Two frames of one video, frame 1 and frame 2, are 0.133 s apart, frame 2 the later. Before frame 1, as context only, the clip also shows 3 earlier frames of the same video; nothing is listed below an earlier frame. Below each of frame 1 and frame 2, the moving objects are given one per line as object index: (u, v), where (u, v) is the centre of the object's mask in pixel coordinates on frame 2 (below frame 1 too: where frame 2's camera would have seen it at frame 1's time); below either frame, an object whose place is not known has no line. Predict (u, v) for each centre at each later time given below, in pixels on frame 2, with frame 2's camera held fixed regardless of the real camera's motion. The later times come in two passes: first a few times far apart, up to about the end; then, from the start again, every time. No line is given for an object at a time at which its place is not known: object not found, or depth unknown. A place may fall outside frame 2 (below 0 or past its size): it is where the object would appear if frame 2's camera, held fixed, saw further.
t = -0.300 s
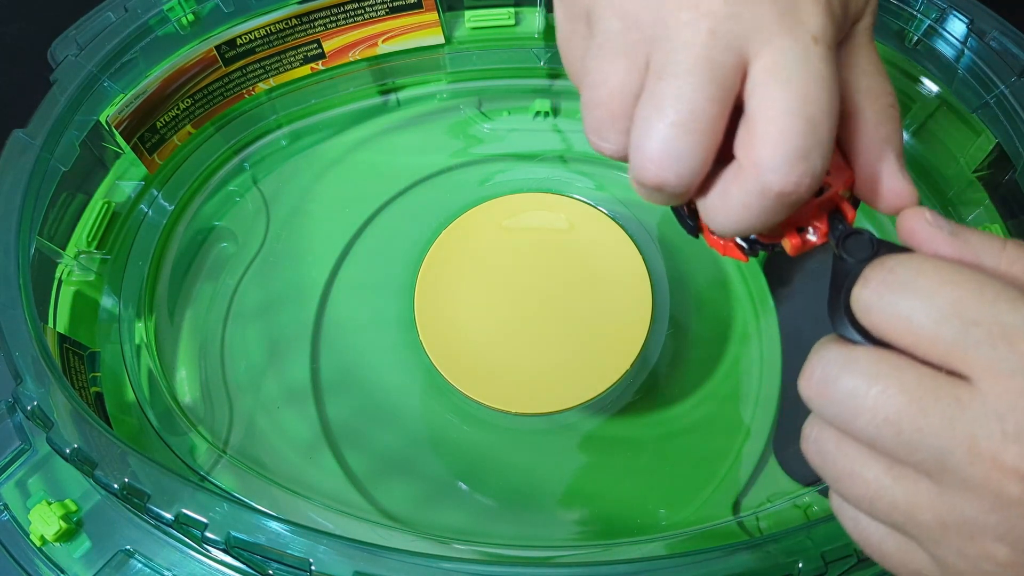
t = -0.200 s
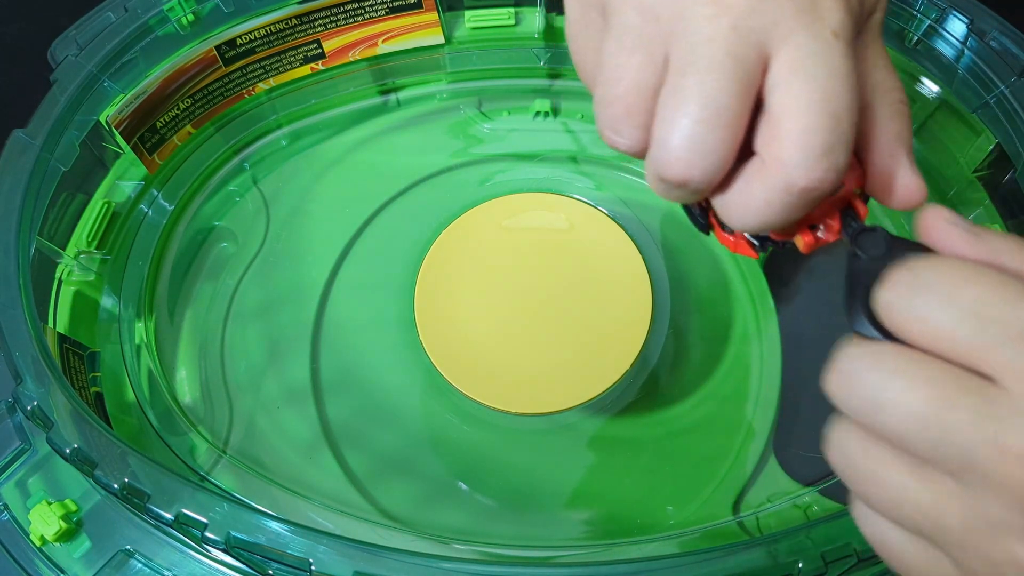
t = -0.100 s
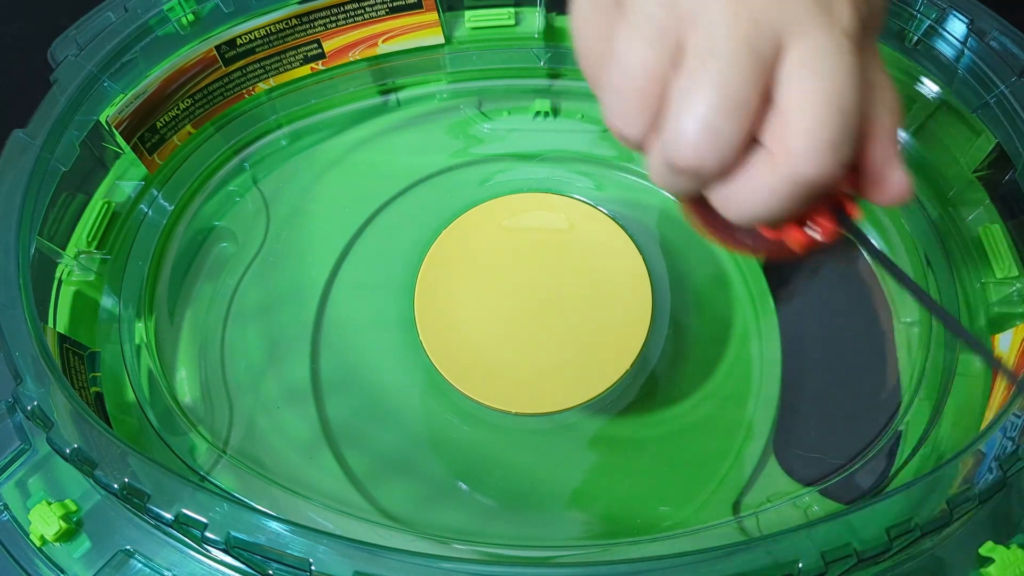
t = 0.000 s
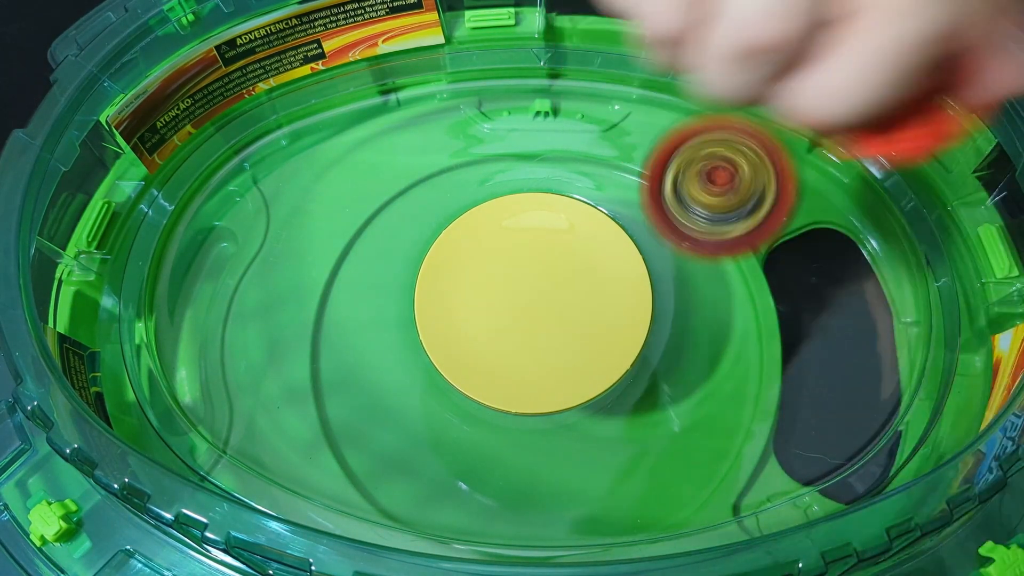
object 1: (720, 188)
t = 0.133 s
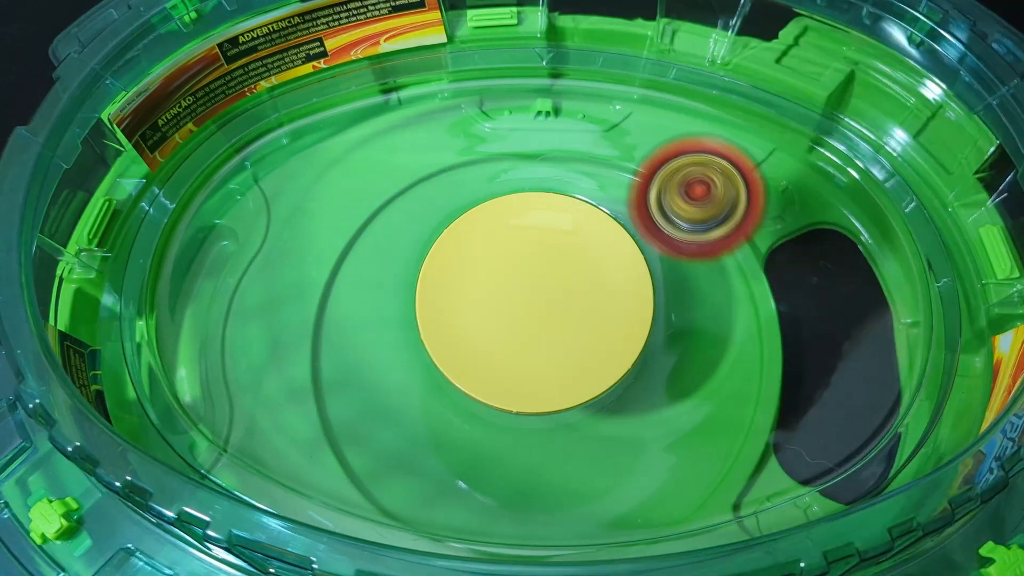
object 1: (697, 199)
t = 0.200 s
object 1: (683, 206)
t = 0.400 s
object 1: (640, 207)
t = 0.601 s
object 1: (504, 263)
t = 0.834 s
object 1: (493, 372)
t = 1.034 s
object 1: (592, 317)
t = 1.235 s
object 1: (575, 229)
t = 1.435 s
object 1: (457, 264)
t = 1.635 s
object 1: (474, 350)
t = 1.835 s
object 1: (620, 314)
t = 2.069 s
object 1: (567, 167)
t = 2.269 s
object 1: (413, 241)
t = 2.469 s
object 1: (445, 411)
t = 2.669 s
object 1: (629, 392)
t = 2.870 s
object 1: (722, 231)
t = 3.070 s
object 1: (651, 92)
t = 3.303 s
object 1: (437, 74)
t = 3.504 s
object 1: (263, 156)
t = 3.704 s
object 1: (212, 285)
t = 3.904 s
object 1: (309, 410)
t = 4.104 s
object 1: (570, 432)
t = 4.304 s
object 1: (788, 280)
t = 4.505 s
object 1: (802, 120)
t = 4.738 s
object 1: (663, 88)
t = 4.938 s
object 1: (485, 122)
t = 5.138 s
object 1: (358, 249)
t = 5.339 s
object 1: (386, 393)
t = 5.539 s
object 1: (587, 430)
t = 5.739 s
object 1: (748, 321)
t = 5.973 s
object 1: (727, 170)
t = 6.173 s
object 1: (580, 105)
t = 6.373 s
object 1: (375, 162)
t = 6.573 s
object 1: (298, 281)
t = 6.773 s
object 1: (358, 402)
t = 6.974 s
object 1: (558, 426)
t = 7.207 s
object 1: (724, 286)
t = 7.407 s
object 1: (701, 155)
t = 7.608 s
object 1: (559, 96)
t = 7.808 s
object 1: (393, 159)
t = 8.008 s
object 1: (349, 273)
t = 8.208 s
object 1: (409, 369)
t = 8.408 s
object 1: (591, 380)
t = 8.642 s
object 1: (630, 192)
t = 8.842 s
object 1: (477, 196)
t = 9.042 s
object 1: (450, 334)
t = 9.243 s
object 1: (596, 343)
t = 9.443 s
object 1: (617, 217)
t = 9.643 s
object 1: (489, 196)
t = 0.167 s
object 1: (691, 198)
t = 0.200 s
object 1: (683, 206)
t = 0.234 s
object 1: (677, 199)
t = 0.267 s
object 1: (672, 199)
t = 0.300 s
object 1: (668, 199)
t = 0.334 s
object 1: (662, 201)
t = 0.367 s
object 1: (653, 204)
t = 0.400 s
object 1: (640, 207)
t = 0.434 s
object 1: (620, 212)
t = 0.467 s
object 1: (596, 220)
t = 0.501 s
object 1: (569, 227)
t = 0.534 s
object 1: (544, 237)
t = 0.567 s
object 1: (521, 249)
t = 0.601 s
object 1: (504, 263)
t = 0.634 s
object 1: (492, 279)
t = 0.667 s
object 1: (482, 297)
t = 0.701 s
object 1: (477, 317)
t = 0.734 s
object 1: (475, 336)
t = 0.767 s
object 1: (477, 353)
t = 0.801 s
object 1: (483, 364)
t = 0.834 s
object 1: (493, 372)
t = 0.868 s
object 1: (506, 374)
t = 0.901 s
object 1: (523, 370)
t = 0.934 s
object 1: (540, 362)
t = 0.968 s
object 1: (559, 349)
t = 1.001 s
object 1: (576, 333)
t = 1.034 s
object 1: (592, 317)
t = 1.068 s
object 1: (605, 301)
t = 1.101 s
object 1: (614, 284)
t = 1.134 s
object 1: (615, 267)
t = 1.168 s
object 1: (608, 250)
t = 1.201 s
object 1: (594, 237)
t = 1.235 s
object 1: (575, 229)
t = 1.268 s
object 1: (555, 225)
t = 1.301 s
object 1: (533, 227)
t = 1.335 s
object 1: (512, 234)
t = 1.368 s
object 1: (491, 242)
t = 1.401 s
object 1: (474, 252)
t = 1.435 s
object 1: (457, 264)
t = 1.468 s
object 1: (445, 279)
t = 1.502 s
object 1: (438, 294)
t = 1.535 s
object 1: (437, 310)
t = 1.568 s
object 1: (442, 325)
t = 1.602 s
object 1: (456, 339)
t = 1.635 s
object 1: (474, 350)
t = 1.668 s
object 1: (497, 358)
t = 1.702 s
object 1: (525, 361)
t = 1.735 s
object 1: (552, 358)
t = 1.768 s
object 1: (579, 349)
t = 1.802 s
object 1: (603, 334)
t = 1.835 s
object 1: (620, 314)
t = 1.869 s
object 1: (633, 290)
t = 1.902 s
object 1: (639, 264)
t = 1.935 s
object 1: (637, 239)
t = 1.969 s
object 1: (629, 212)
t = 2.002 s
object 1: (613, 191)
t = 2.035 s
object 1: (592, 175)
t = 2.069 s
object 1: (567, 167)
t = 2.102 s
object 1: (538, 166)
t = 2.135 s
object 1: (509, 169)
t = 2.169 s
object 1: (479, 178)
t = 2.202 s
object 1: (452, 192)
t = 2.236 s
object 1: (430, 214)
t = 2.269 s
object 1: (413, 241)
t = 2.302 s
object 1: (402, 272)
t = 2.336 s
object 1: (400, 304)
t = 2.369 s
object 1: (403, 338)
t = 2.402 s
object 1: (413, 367)
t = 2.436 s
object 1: (427, 393)
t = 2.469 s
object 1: (445, 411)
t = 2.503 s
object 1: (468, 425)
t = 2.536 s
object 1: (495, 432)
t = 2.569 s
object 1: (527, 431)
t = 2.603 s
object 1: (562, 424)
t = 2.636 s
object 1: (595, 412)
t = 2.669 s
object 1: (629, 392)
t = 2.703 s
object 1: (657, 369)
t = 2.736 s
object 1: (679, 344)
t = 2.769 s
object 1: (698, 315)
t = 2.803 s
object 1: (712, 287)
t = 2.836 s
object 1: (718, 259)
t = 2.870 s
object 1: (722, 231)
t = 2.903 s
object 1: (721, 203)
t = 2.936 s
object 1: (716, 177)
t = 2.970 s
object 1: (706, 153)
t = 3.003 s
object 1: (691, 130)
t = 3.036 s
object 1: (672, 109)
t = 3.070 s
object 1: (651, 92)
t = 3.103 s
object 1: (626, 78)
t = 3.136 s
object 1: (597, 67)
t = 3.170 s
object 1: (567, 59)
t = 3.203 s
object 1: (536, 61)
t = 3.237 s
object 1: (504, 64)
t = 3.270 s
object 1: (472, 69)
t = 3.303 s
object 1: (437, 74)
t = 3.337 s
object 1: (404, 86)
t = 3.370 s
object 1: (371, 93)
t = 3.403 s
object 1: (341, 106)
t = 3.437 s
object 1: (312, 122)
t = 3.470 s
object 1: (287, 138)
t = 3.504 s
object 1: (263, 156)
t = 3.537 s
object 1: (245, 175)
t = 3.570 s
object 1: (231, 195)
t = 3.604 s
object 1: (220, 217)
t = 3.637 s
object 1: (215, 239)
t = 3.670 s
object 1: (211, 262)
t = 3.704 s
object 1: (212, 285)
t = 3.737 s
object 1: (217, 308)
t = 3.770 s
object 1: (225, 331)
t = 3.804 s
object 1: (239, 353)
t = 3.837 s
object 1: (257, 374)
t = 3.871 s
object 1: (281, 393)
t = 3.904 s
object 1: (309, 410)
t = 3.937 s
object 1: (341, 425)
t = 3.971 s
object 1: (378, 436)
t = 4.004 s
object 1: (420, 444)
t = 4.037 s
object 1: (468, 446)
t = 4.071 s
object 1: (518, 442)
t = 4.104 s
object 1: (570, 432)
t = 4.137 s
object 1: (621, 416)
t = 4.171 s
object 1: (667, 394)
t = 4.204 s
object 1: (706, 368)
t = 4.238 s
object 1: (739, 340)
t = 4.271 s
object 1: (767, 310)
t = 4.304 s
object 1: (788, 280)
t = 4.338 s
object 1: (803, 251)
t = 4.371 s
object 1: (812, 222)
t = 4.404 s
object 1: (815, 193)
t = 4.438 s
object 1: (815, 166)
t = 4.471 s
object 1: (810, 141)
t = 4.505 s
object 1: (802, 120)
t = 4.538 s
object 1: (788, 108)
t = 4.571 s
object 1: (768, 106)
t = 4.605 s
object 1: (748, 102)
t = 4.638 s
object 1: (728, 97)
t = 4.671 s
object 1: (707, 94)
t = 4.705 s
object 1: (686, 90)
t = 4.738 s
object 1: (663, 88)
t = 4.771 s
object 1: (638, 87)
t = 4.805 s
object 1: (610, 88)
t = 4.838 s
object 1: (582, 92)
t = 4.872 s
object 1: (551, 99)
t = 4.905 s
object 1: (518, 108)
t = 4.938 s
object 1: (485, 122)
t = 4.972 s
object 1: (452, 139)
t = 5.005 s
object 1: (423, 158)
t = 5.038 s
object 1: (400, 180)
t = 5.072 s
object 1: (381, 202)
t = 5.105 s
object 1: (368, 225)
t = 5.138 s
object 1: (358, 249)
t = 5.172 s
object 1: (352, 273)
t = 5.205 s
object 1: (350, 298)
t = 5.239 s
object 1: (353, 324)
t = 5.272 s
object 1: (359, 348)
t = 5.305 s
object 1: (371, 372)
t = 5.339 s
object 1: (386, 393)
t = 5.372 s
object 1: (407, 410)
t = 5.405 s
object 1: (433, 425)
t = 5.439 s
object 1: (465, 435)
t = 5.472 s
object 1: (502, 440)
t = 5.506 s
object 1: (544, 438)
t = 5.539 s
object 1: (587, 430)
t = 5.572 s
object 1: (626, 418)
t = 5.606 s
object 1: (662, 402)
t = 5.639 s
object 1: (694, 383)
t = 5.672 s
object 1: (717, 360)
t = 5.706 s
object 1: (735, 340)
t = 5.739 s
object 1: (748, 321)
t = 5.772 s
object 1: (758, 300)
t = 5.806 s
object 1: (762, 277)
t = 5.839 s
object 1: (762, 256)
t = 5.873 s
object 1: (761, 237)
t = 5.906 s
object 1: (751, 208)
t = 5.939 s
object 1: (741, 188)
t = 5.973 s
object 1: (727, 170)
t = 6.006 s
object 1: (708, 153)
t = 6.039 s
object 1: (688, 138)
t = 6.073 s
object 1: (667, 126)
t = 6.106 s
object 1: (641, 116)
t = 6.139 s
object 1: (612, 109)
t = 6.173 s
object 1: (580, 105)
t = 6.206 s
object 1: (546, 105)
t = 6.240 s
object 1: (508, 109)
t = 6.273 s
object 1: (470, 117)
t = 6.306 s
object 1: (436, 128)
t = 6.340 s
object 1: (404, 144)
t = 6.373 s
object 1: (375, 162)
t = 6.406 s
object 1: (351, 183)
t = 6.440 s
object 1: (341, 192)
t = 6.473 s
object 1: (324, 214)
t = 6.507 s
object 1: (311, 236)
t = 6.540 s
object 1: (303, 258)
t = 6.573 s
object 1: (298, 281)
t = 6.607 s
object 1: (297, 305)
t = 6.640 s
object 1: (302, 328)
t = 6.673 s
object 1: (308, 348)
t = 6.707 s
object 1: (320, 369)
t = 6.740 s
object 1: (337, 386)
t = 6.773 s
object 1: (358, 402)
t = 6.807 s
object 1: (382, 417)
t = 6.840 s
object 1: (410, 428)
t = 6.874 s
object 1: (441, 435)
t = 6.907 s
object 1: (479, 437)
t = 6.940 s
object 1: (518, 433)
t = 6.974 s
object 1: (558, 426)
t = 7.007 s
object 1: (598, 413)
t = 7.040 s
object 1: (631, 396)
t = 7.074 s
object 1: (661, 376)
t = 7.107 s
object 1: (683, 354)
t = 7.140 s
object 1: (702, 332)
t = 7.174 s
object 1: (716, 308)
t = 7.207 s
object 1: (724, 286)
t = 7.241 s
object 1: (731, 263)
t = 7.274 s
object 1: (732, 241)
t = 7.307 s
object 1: (731, 218)
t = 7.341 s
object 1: (725, 196)
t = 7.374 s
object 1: (715, 175)
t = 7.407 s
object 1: (701, 155)
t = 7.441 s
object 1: (685, 139)
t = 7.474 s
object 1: (665, 123)
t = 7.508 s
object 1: (644, 112)
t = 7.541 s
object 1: (616, 103)
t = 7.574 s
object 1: (590, 98)
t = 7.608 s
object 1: (559, 96)
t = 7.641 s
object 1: (529, 99)
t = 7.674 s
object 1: (497, 104)
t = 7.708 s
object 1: (467, 113)
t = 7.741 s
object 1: (438, 125)
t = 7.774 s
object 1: (415, 141)
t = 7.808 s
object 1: (393, 159)
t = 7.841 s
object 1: (377, 178)
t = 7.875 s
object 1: (364, 198)
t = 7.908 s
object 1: (355, 218)
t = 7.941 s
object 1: (350, 237)
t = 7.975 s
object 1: (349, 256)
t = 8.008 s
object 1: (349, 273)
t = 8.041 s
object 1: (354, 291)
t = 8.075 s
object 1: (359, 307)
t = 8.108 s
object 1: (369, 323)
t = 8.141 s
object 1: (379, 339)
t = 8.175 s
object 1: (394, 354)
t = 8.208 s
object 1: (409, 369)
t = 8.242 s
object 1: (430, 382)
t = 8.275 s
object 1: (453, 394)
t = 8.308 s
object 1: (485, 400)
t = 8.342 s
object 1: (518, 403)
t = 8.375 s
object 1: (556, 394)
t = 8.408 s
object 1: (591, 380)
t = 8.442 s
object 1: (619, 356)
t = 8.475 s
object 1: (640, 326)
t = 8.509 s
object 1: (652, 292)
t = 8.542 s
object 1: (657, 258)
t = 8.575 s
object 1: (655, 245)
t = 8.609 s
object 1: (645, 214)
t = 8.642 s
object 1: (630, 192)
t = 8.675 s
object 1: (607, 175)
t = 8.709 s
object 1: (584, 164)
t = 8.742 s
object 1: (559, 160)
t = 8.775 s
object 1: (529, 164)
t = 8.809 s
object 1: (503, 177)
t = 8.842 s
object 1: (477, 196)
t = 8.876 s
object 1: (456, 216)
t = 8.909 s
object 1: (440, 241)
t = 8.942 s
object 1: (430, 266)
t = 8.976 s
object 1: (430, 291)
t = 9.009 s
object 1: (436, 315)
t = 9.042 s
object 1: (450, 334)
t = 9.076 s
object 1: (471, 350)
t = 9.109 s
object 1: (493, 360)
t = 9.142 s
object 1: (521, 363)
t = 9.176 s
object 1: (547, 362)
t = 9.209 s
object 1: (571, 355)
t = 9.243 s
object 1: (596, 343)
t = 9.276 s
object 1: (614, 327)
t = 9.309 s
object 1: (626, 306)
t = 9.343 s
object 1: (635, 282)
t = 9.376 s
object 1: (636, 260)
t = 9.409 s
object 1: (630, 238)
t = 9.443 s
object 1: (617, 217)
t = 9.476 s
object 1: (602, 201)
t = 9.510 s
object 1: (582, 190)
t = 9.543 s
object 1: (558, 184)
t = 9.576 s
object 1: (535, 182)
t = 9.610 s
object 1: (513, 186)
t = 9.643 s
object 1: (489, 196)
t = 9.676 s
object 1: (469, 210)
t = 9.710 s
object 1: (455, 227)
